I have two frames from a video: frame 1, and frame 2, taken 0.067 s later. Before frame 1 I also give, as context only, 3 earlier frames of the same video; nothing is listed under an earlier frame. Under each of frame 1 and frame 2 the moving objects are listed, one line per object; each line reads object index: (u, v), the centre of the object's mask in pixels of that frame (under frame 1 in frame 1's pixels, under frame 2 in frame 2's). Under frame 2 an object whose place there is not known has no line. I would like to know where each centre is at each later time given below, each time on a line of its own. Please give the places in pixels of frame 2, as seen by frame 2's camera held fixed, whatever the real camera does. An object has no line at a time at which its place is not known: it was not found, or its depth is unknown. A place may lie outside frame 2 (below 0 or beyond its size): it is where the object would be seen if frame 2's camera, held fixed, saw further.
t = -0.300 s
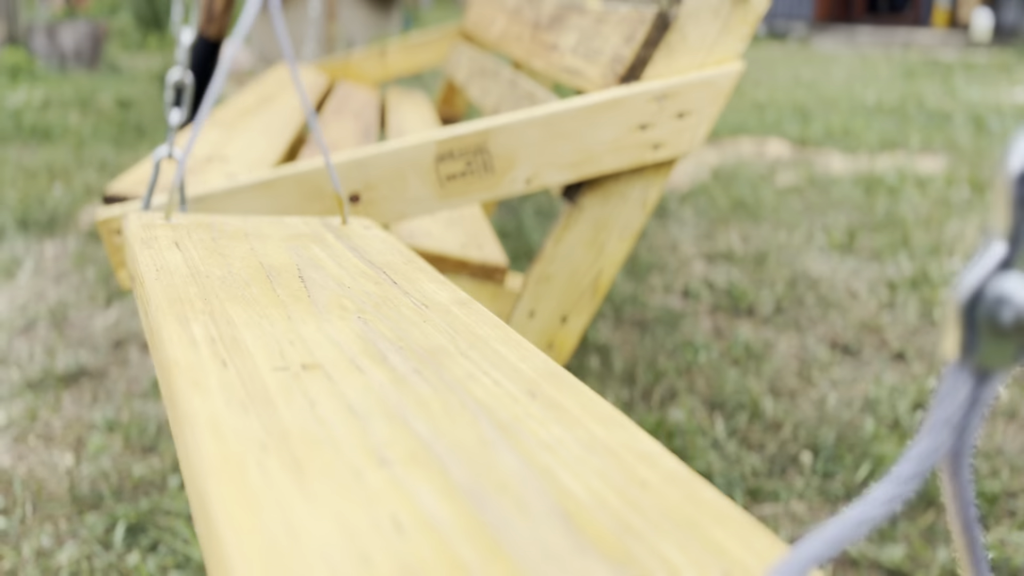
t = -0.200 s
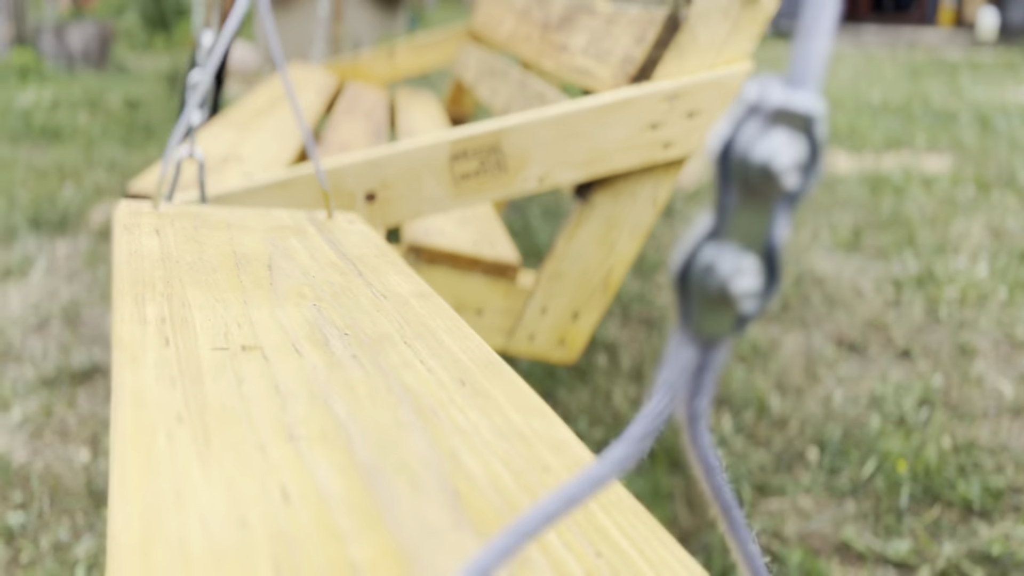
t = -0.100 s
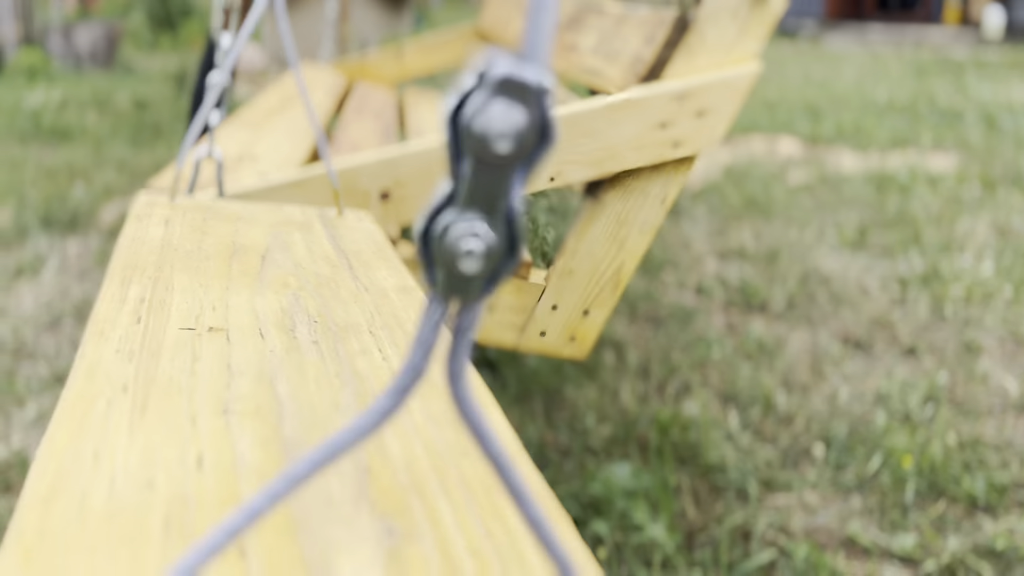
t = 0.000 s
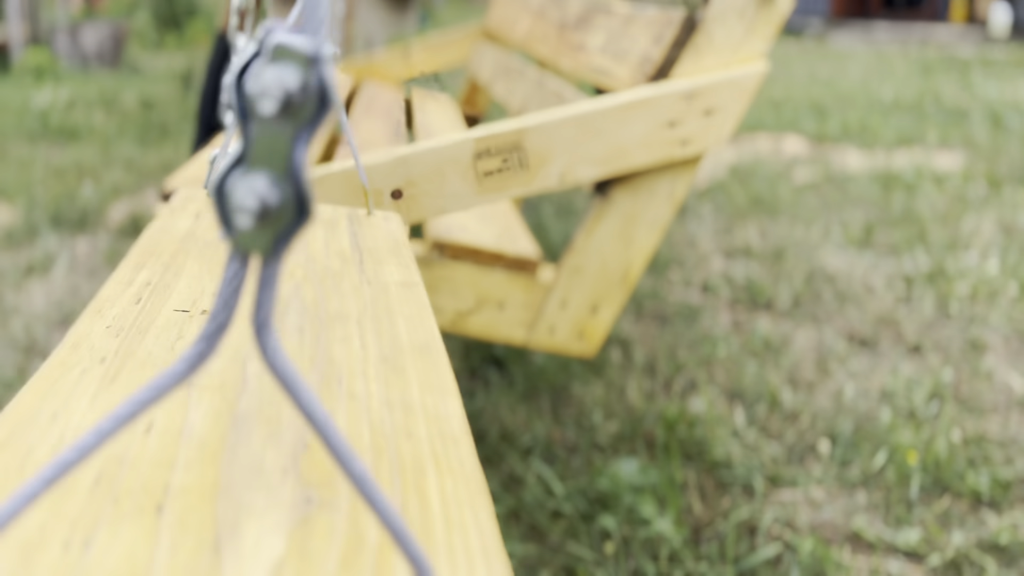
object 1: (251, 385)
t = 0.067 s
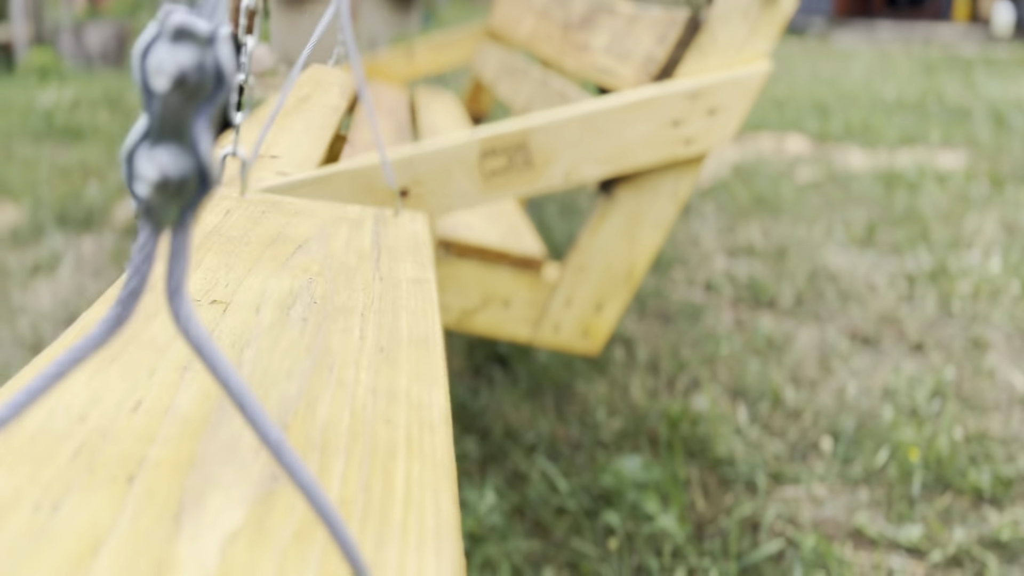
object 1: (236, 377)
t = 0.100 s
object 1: (222, 375)
